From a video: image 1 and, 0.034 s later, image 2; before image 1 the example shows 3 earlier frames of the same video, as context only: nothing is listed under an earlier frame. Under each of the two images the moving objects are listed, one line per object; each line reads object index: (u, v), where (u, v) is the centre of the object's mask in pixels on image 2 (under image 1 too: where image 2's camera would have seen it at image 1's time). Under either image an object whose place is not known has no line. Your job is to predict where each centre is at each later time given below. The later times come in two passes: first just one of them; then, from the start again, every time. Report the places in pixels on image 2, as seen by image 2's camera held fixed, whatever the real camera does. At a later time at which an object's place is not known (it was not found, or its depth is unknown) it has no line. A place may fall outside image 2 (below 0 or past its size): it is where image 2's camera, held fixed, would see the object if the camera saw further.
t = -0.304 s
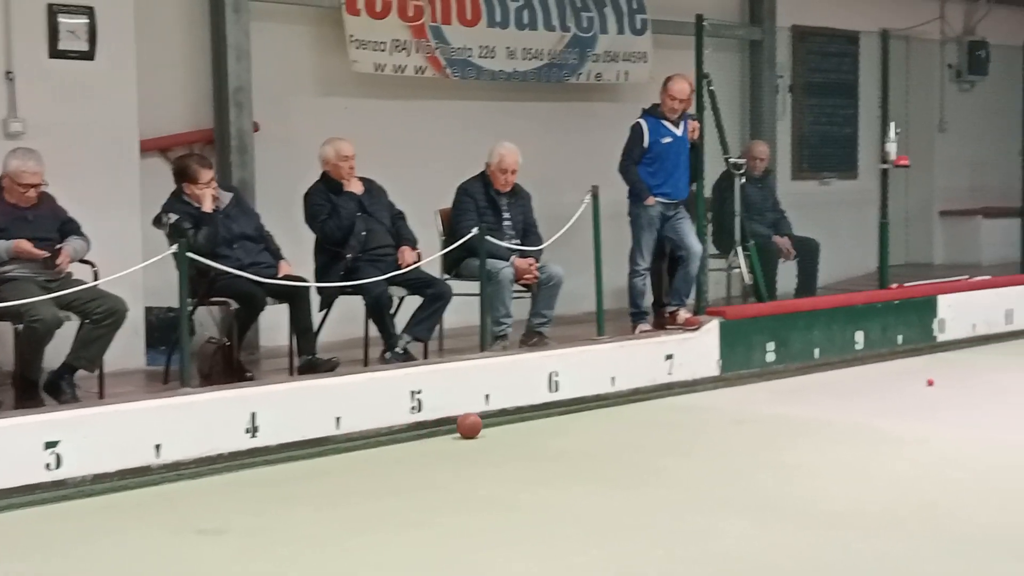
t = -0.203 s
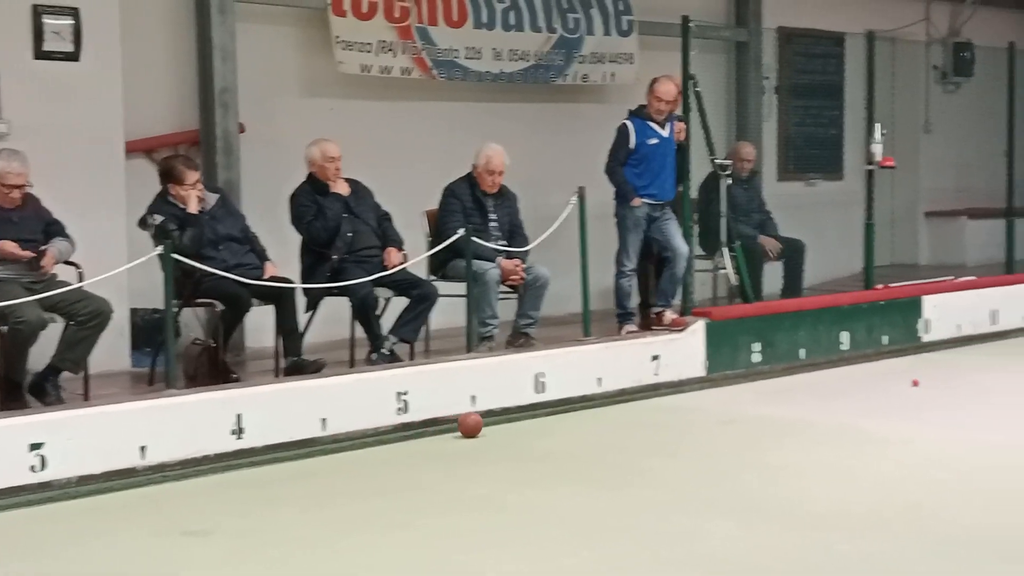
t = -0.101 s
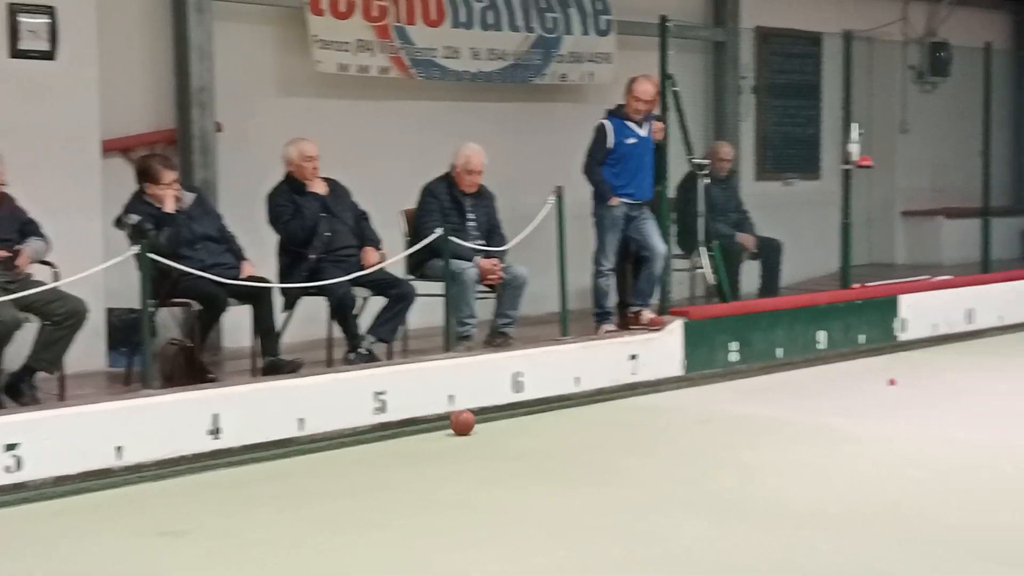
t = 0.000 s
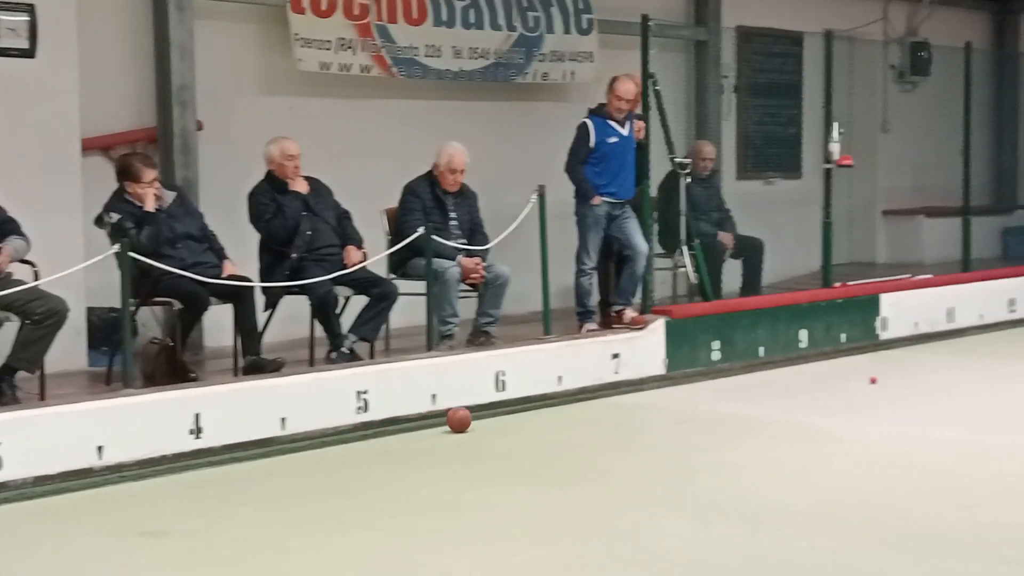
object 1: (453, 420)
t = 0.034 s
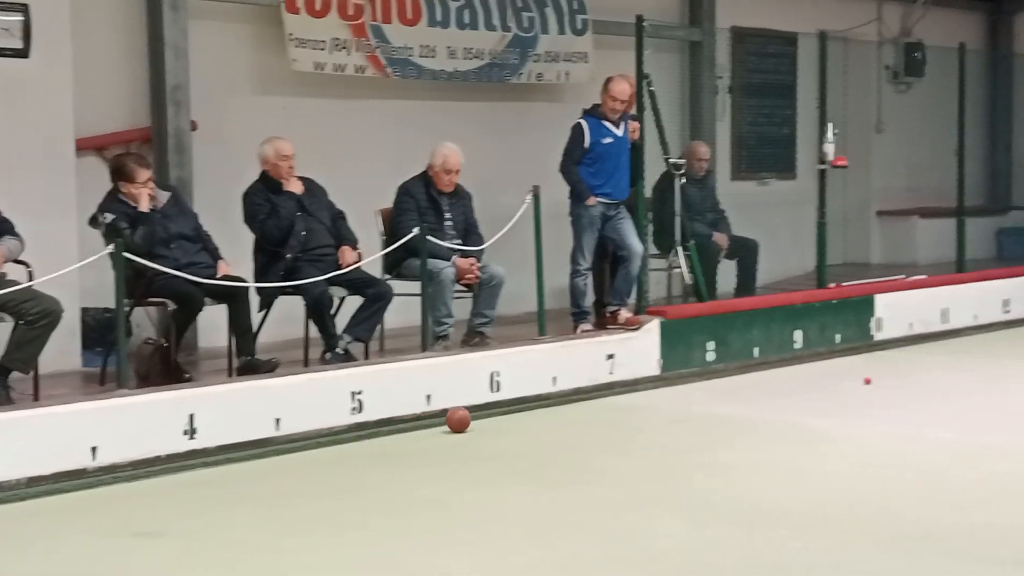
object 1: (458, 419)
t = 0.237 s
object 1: (486, 416)
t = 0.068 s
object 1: (463, 419)
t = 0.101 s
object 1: (468, 418)
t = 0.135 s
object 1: (472, 418)
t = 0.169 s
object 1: (477, 417)
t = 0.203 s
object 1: (481, 417)
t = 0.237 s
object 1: (486, 416)
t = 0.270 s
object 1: (490, 415)
